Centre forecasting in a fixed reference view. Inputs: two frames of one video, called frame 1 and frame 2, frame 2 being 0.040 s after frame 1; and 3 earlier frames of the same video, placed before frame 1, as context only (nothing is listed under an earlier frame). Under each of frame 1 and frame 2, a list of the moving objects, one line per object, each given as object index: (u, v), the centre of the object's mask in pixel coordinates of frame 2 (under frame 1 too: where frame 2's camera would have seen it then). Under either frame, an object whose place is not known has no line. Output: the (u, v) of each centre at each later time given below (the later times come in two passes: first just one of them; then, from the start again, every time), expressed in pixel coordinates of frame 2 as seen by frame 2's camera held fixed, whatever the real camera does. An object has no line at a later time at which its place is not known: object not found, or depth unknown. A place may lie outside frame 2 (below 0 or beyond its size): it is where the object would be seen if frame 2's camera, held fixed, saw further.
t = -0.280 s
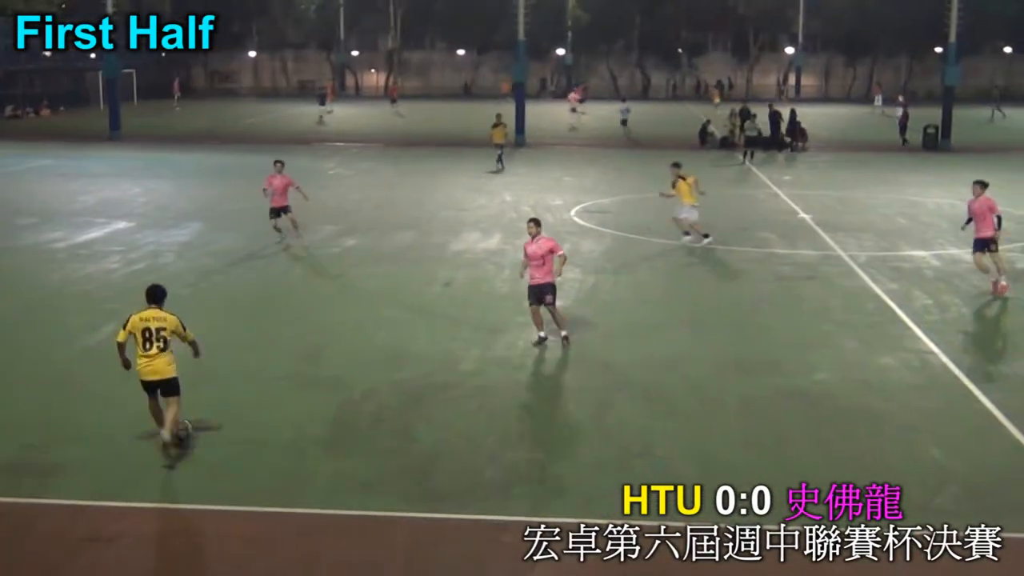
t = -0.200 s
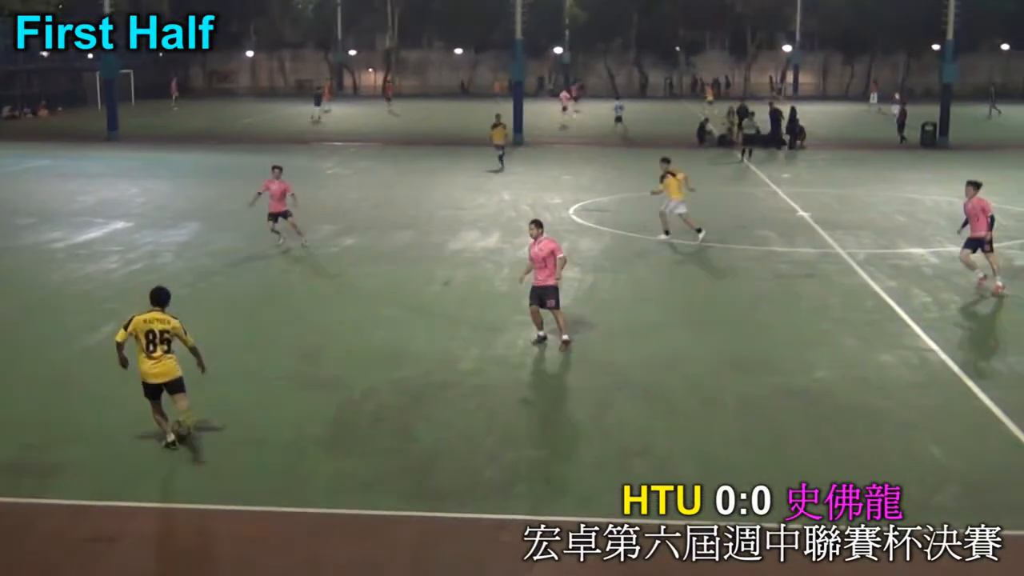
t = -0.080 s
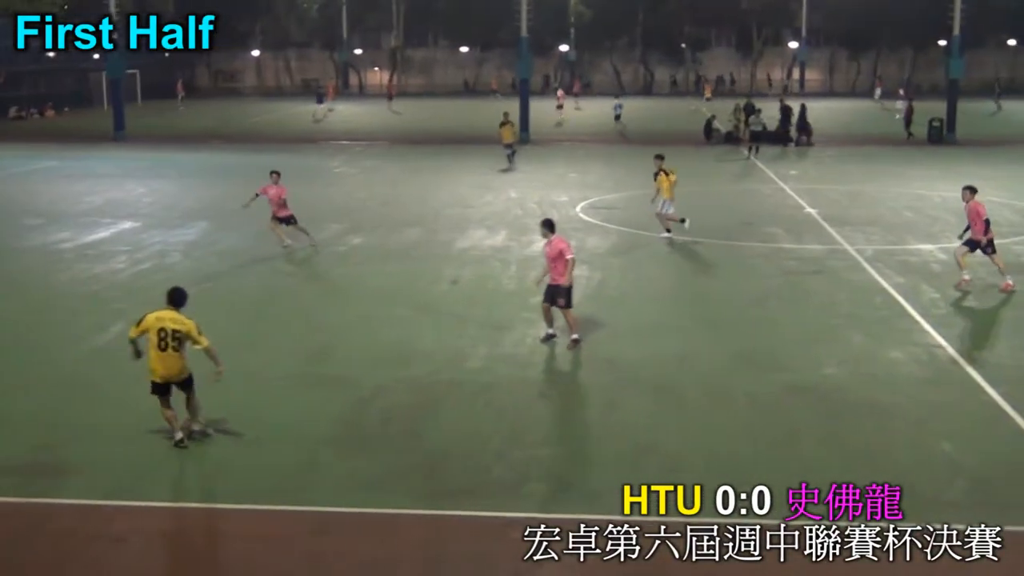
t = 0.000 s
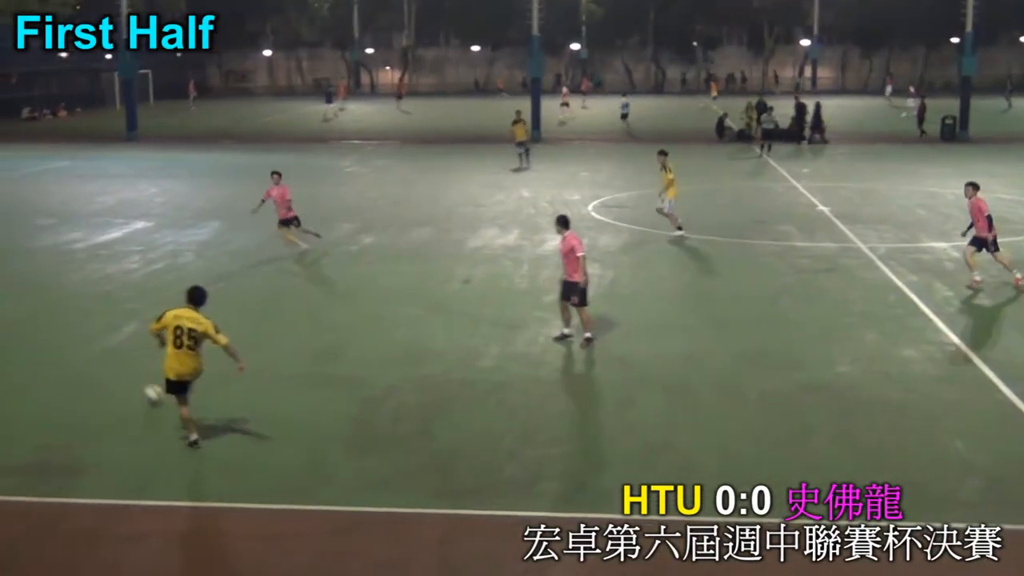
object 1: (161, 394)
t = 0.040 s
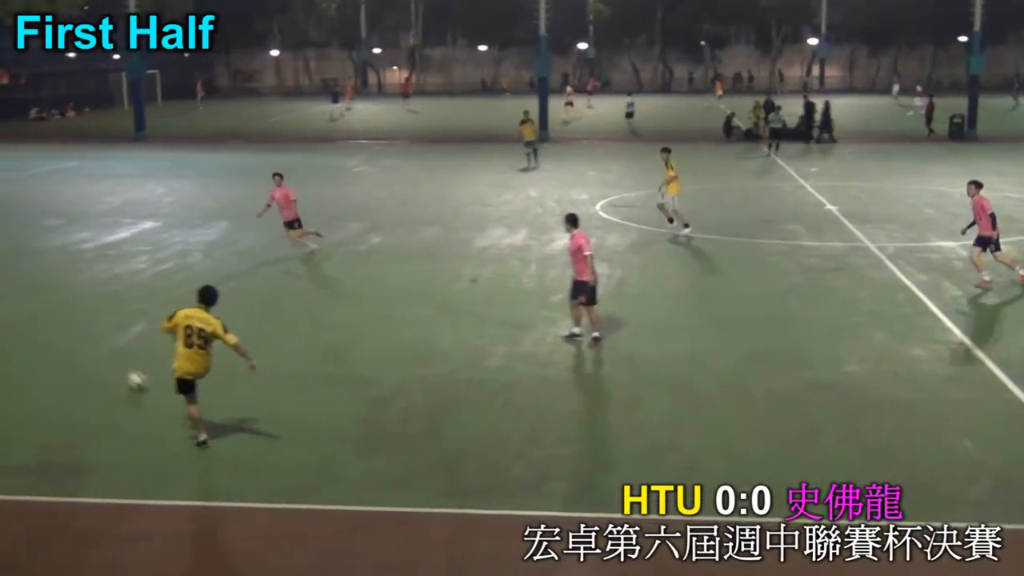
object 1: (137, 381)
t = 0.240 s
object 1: (40, 333)
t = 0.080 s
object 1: (113, 371)
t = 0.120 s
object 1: (93, 359)
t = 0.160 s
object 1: (75, 349)
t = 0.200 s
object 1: (57, 340)
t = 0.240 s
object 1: (40, 333)
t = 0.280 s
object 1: (26, 324)
